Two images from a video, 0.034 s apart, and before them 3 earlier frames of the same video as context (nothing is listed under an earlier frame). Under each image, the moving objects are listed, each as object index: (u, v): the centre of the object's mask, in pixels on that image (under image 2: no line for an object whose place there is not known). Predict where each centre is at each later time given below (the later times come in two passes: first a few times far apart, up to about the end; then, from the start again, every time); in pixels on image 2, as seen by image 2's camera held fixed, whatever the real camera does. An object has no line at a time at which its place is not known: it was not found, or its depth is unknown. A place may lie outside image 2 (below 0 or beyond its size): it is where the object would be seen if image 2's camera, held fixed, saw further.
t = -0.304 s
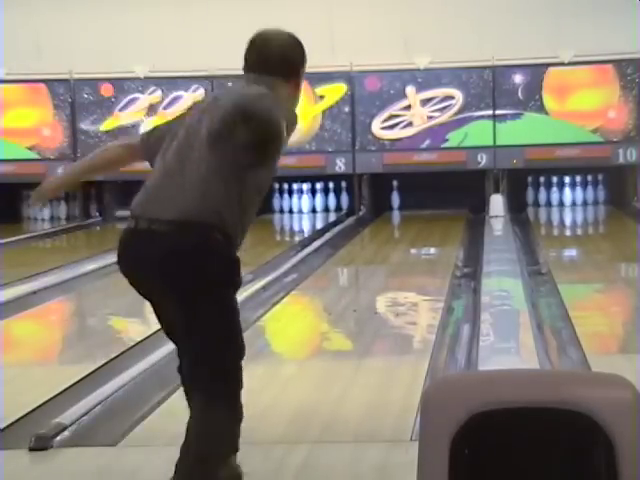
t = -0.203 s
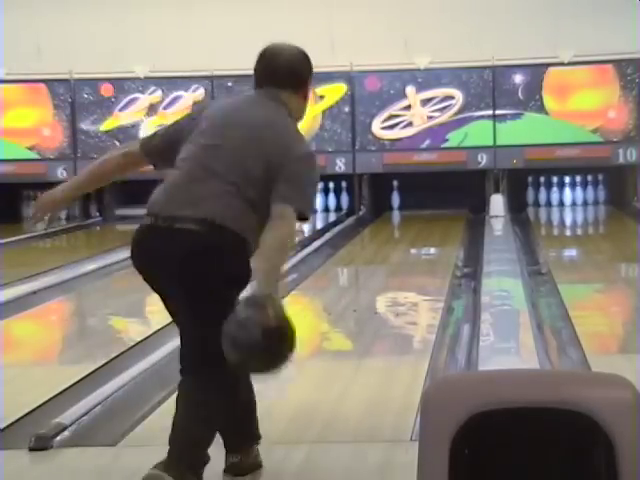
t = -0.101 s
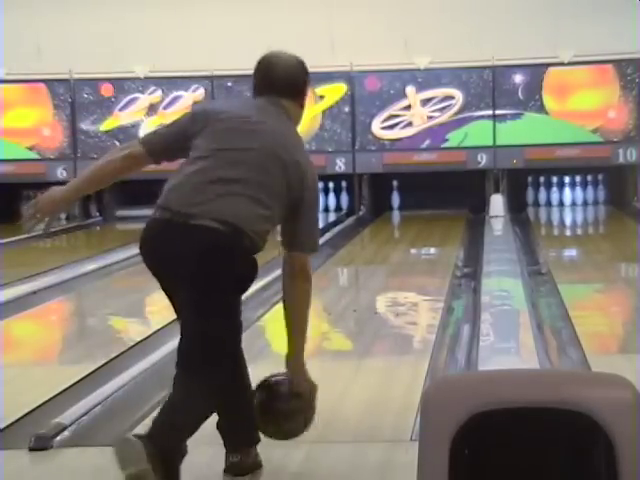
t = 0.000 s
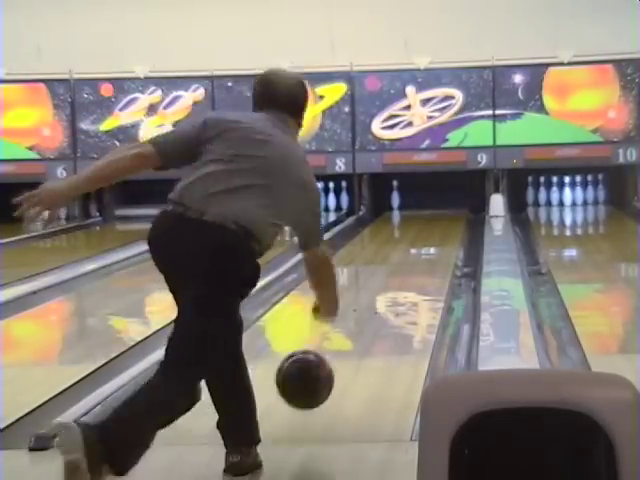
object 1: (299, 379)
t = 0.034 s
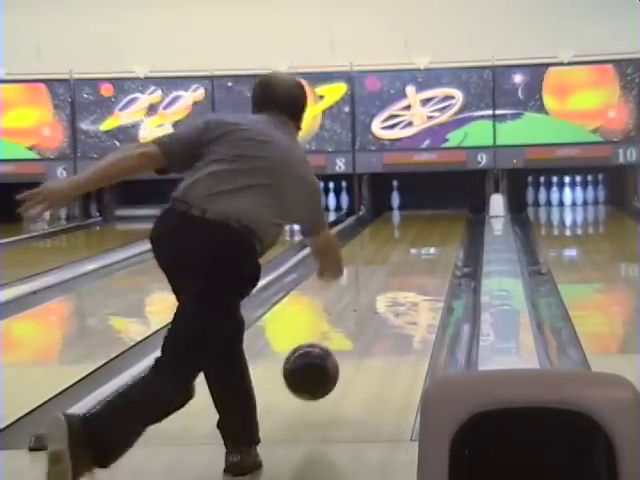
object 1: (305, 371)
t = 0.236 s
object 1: (334, 348)
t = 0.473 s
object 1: (357, 310)
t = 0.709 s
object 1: (373, 284)
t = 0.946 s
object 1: (385, 265)
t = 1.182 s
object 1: (393, 250)
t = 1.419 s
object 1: (401, 236)
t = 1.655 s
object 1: (405, 226)
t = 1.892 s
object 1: (406, 219)
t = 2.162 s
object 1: (408, 211)
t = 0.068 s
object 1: (311, 366)
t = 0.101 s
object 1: (316, 365)
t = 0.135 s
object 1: (321, 366)
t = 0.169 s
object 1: (325, 360)
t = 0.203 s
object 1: (330, 353)
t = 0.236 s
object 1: (334, 348)
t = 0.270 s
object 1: (338, 342)
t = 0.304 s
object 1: (341, 336)
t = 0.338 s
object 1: (346, 330)
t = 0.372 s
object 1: (349, 325)
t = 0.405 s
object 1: (352, 319)
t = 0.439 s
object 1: (354, 314)
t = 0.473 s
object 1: (357, 310)
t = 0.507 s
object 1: (360, 307)
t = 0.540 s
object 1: (362, 302)
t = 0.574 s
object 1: (365, 298)
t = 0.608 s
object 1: (367, 294)
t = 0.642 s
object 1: (369, 290)
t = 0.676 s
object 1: (371, 287)
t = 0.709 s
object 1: (373, 284)
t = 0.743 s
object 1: (375, 281)
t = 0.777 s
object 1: (377, 277)
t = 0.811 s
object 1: (379, 275)
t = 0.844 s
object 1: (380, 272)
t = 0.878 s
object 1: (381, 270)
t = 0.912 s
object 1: (383, 268)
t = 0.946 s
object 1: (385, 265)
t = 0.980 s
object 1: (386, 263)
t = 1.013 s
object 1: (387, 260)
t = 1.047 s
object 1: (388, 258)
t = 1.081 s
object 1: (389, 256)
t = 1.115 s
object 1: (391, 253)
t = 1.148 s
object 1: (392, 252)
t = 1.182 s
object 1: (393, 250)
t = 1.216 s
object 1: (394, 248)
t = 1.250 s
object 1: (395, 246)
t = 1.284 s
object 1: (396, 243)
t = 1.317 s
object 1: (397, 241)
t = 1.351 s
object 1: (397, 240)
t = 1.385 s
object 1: (401, 238)
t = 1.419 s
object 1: (401, 236)
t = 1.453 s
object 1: (403, 235)
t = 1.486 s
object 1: (403, 233)
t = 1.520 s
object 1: (404, 232)
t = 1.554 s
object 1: (404, 230)
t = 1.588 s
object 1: (404, 229)
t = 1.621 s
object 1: (405, 228)
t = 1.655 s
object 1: (405, 226)
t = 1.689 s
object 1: (405, 225)
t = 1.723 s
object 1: (405, 223)
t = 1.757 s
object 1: (406, 222)
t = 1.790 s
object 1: (406, 221)
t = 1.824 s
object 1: (406, 221)
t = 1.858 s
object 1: (406, 218)
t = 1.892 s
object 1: (406, 219)
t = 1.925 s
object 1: (407, 217)
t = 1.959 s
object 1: (407, 216)
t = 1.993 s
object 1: (408, 215)
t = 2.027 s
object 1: (408, 214)
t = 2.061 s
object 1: (408, 213)
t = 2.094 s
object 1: (407, 212)
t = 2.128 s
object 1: (407, 211)
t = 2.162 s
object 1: (408, 211)
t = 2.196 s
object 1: (408, 209)
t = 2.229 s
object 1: (407, 209)
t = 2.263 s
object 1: (407, 207)
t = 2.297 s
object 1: (407, 207)
